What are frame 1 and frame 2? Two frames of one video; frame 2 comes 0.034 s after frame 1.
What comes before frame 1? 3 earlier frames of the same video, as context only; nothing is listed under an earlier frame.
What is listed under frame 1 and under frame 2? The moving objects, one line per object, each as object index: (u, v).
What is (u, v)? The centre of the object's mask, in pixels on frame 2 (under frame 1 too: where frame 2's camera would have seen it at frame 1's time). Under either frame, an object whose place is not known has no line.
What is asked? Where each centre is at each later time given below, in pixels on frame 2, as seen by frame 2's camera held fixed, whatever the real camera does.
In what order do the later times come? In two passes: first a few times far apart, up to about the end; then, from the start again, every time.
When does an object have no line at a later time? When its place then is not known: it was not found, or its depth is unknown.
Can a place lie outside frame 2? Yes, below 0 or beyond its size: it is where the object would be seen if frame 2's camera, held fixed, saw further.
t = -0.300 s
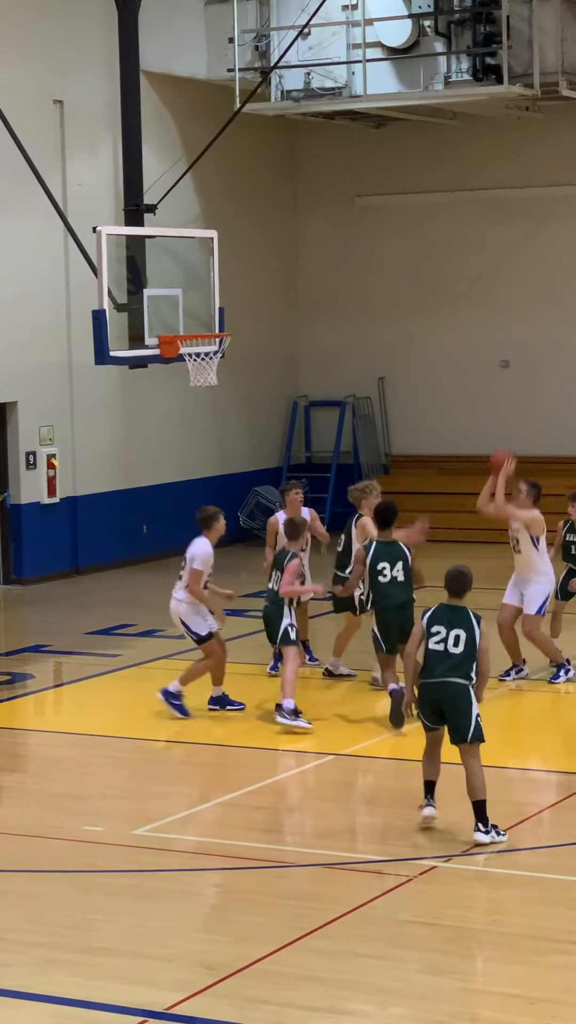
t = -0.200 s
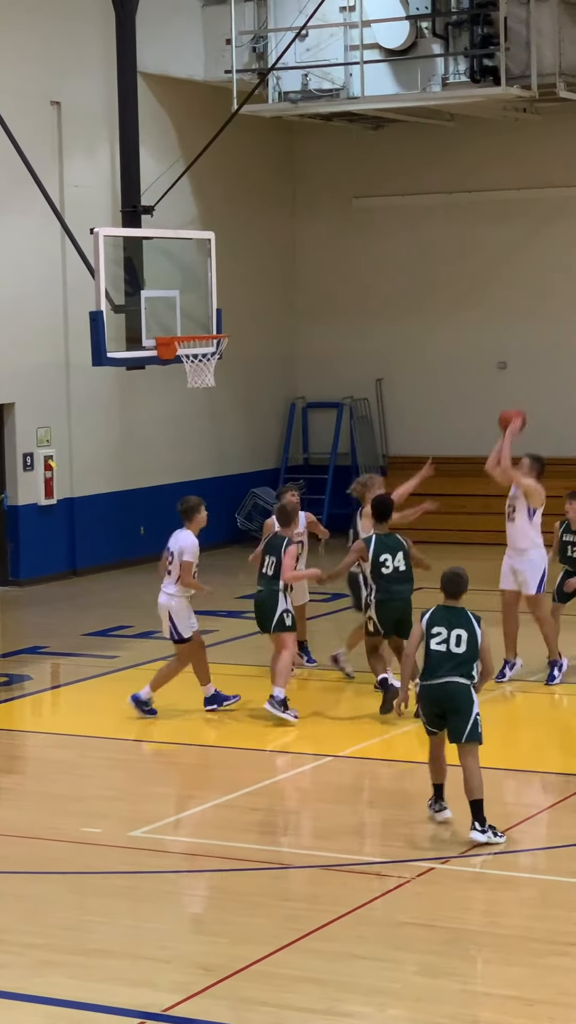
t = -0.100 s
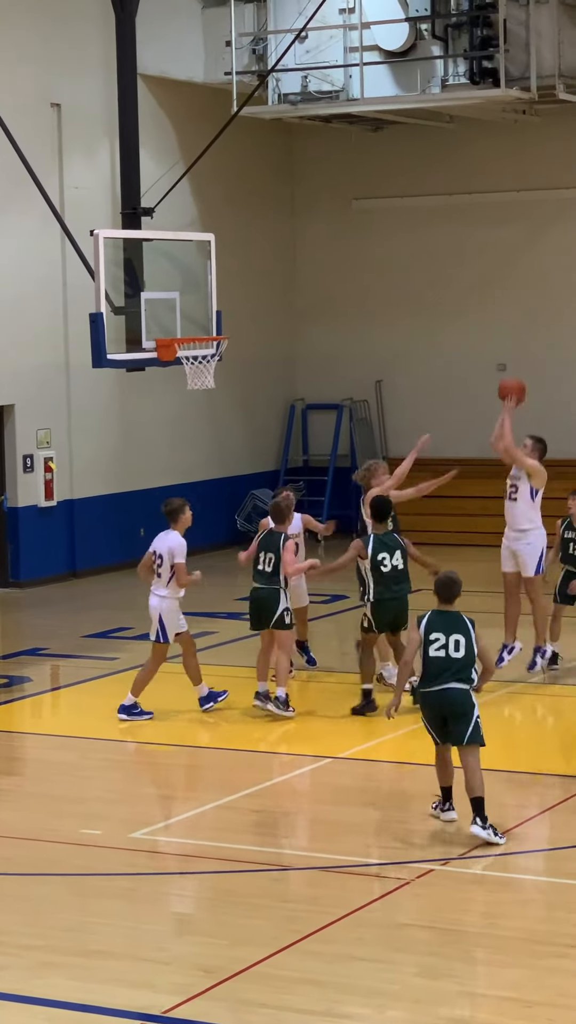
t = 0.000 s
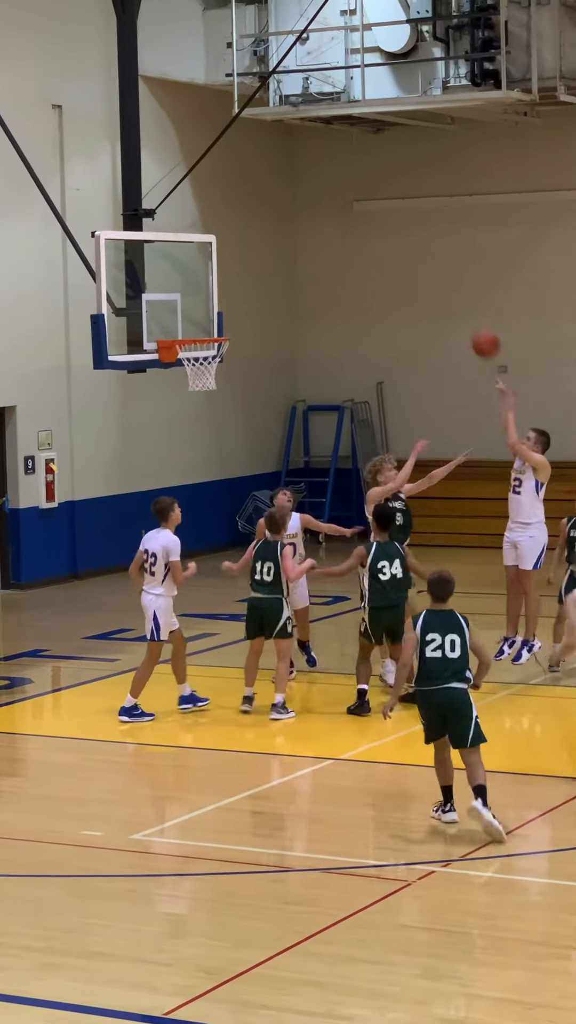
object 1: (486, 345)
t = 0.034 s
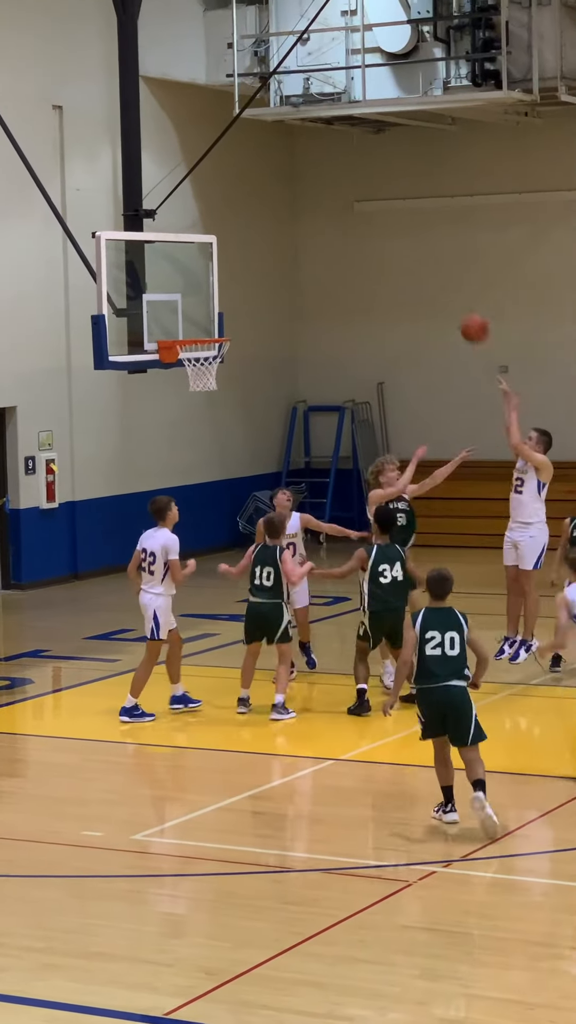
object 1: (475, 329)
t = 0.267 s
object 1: (389, 256)
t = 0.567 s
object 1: (279, 254)
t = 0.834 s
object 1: (193, 328)
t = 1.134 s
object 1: (253, 340)
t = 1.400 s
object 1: (303, 426)
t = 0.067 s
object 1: (462, 315)
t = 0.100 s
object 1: (450, 302)
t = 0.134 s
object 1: (437, 290)
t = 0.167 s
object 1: (425, 280)
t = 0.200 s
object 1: (413, 271)
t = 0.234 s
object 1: (401, 263)
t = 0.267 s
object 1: (389, 256)
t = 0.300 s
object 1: (376, 251)
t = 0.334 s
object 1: (363, 247)
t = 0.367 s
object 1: (351, 244)
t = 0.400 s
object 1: (339, 242)
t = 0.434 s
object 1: (327, 242)
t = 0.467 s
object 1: (315, 243)
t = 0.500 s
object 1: (303, 246)
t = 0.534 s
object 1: (291, 249)
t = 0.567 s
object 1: (279, 254)
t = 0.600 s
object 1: (266, 261)
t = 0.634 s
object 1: (254, 268)
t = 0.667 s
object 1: (242, 277)
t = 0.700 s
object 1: (230, 287)
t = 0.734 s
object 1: (218, 300)
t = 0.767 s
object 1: (205, 313)
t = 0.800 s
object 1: (194, 327)
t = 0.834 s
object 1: (193, 328)
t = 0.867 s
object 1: (200, 326)
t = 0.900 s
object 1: (207, 324)
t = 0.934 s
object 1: (213, 322)
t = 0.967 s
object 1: (220, 322)
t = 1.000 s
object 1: (227, 323)
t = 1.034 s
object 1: (234, 326)
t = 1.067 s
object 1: (240, 329)
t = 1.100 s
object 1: (246, 334)
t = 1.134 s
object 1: (253, 340)
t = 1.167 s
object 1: (259, 347)
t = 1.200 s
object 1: (265, 356)
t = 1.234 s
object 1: (272, 365)
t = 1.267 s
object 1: (279, 375)
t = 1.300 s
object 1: (285, 386)
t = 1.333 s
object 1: (291, 399)
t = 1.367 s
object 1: (297, 411)
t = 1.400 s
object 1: (303, 426)
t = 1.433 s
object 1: (308, 443)
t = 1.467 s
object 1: (315, 460)
